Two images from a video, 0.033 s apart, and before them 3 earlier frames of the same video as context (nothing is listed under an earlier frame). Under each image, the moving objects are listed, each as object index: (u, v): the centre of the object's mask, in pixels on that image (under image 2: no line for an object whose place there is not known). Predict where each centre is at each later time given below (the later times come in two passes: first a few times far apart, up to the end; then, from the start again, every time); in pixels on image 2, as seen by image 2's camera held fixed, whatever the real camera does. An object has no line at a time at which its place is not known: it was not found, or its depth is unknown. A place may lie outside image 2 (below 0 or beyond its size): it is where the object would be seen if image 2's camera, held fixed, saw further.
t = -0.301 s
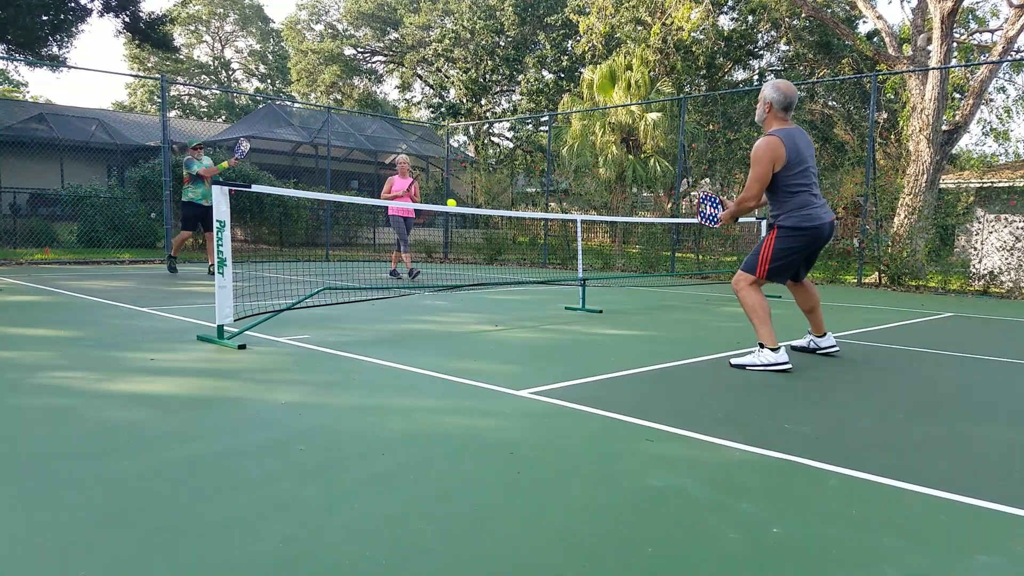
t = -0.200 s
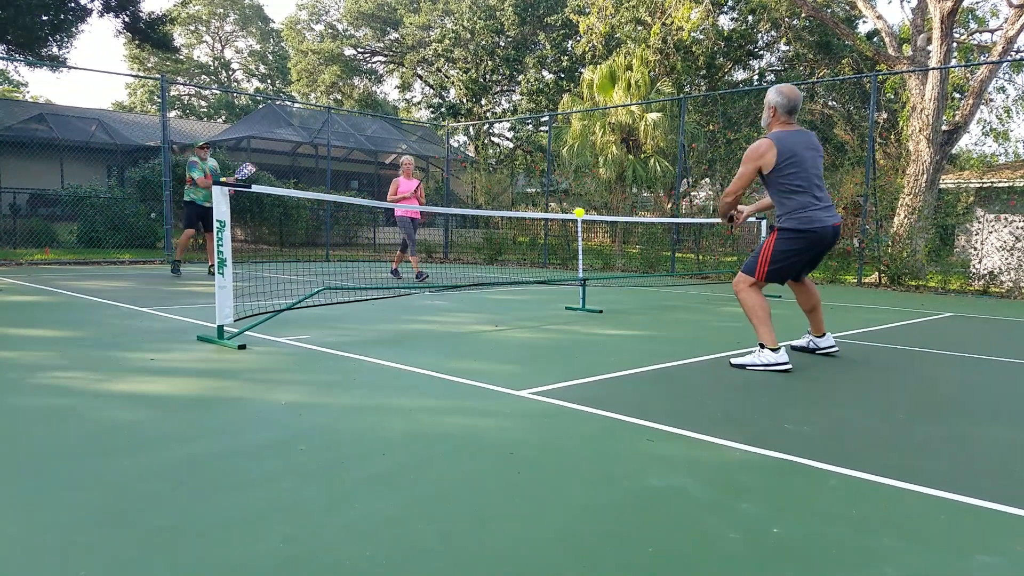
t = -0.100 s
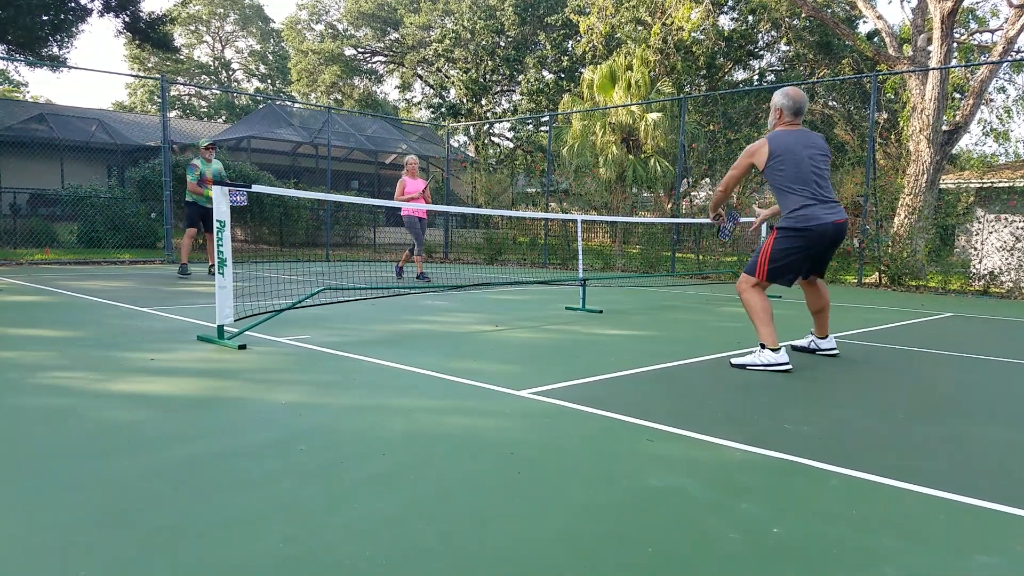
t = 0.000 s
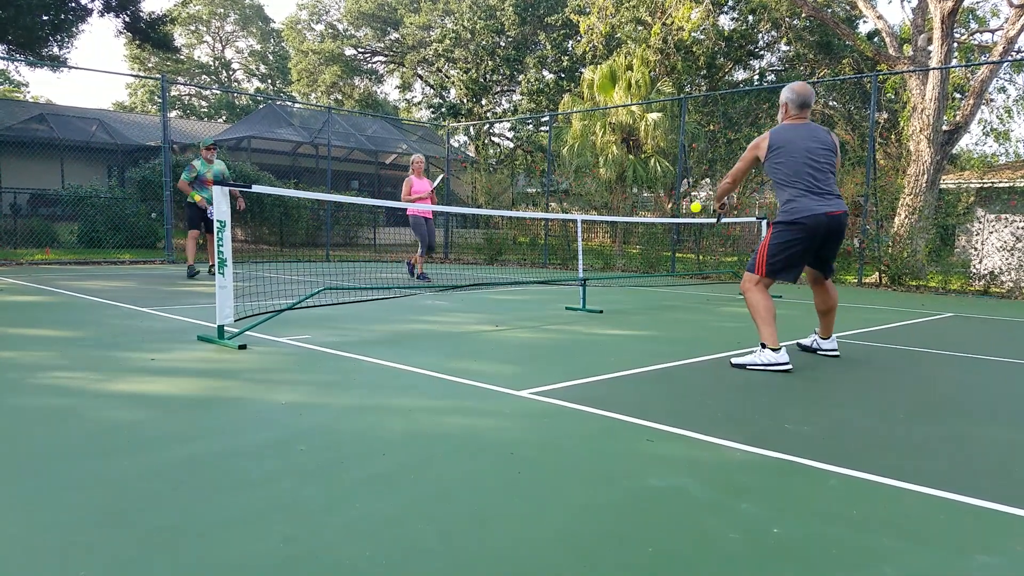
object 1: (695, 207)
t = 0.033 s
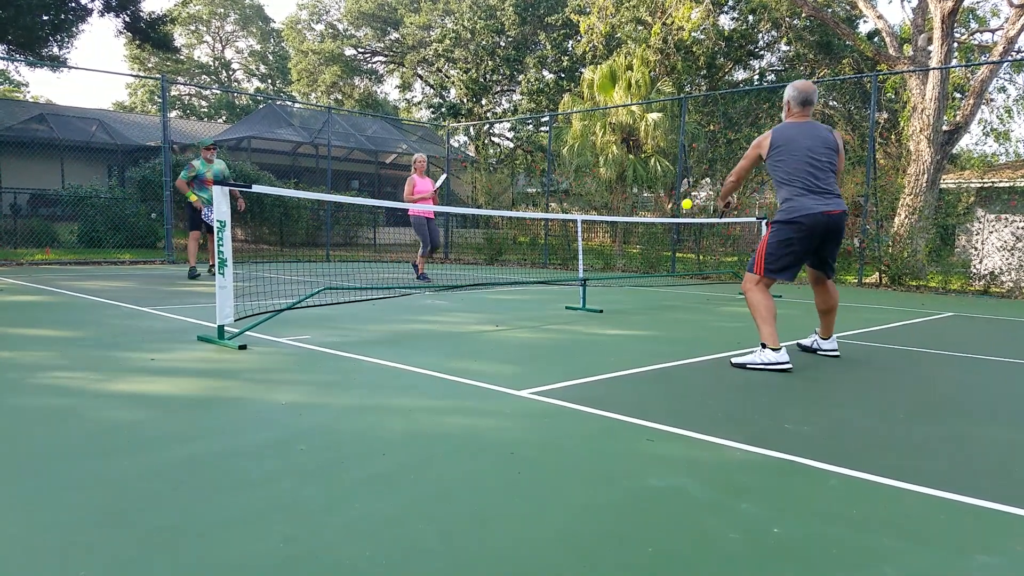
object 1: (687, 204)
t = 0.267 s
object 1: (640, 215)
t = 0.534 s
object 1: (638, 283)
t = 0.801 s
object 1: (673, 292)
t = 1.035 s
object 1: (709, 301)
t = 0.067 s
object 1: (679, 202)
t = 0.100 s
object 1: (671, 201)
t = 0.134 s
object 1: (664, 202)
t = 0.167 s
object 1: (657, 204)
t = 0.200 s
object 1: (651, 207)
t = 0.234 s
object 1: (645, 211)
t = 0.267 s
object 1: (640, 215)
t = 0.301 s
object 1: (635, 222)
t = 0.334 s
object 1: (633, 229)
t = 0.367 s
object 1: (631, 237)
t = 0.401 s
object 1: (631, 246)
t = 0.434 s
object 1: (632, 255)
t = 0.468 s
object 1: (633, 264)
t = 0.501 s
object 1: (635, 273)
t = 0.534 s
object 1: (638, 283)
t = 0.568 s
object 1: (642, 289)
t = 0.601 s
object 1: (645, 294)
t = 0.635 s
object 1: (649, 300)
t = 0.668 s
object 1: (653, 299)
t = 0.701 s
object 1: (658, 296)
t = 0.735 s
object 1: (663, 293)
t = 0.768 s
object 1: (668, 292)
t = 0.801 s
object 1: (673, 292)
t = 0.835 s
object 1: (678, 292)
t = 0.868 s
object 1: (683, 294)
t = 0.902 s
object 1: (688, 298)
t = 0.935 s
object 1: (693, 302)
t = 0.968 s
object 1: (698, 306)
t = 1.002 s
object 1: (704, 303)
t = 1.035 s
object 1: (709, 301)
